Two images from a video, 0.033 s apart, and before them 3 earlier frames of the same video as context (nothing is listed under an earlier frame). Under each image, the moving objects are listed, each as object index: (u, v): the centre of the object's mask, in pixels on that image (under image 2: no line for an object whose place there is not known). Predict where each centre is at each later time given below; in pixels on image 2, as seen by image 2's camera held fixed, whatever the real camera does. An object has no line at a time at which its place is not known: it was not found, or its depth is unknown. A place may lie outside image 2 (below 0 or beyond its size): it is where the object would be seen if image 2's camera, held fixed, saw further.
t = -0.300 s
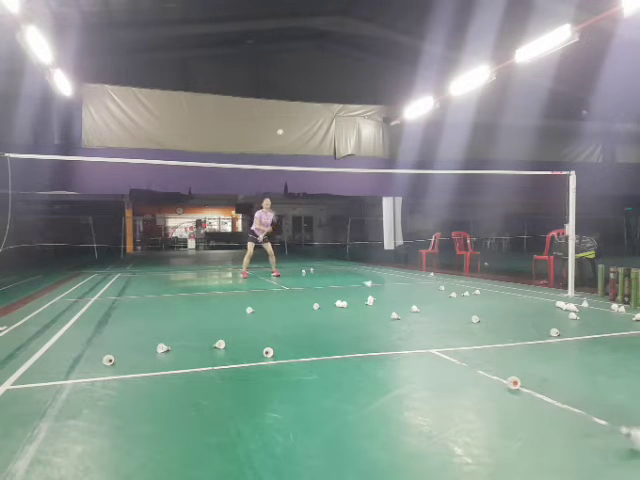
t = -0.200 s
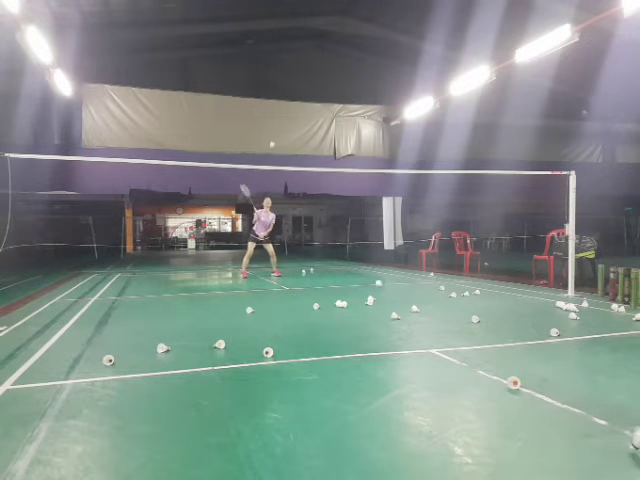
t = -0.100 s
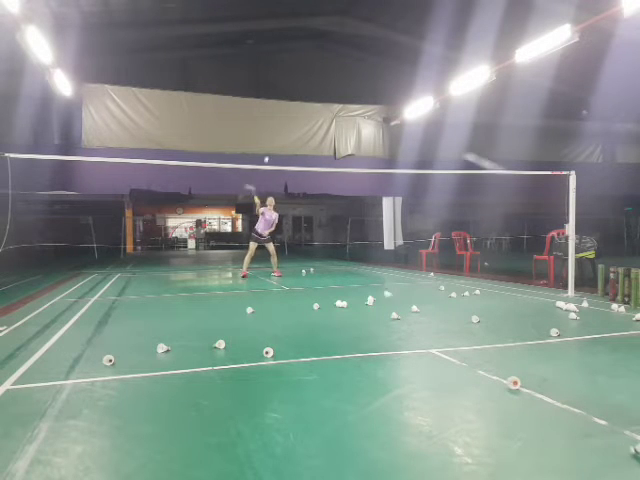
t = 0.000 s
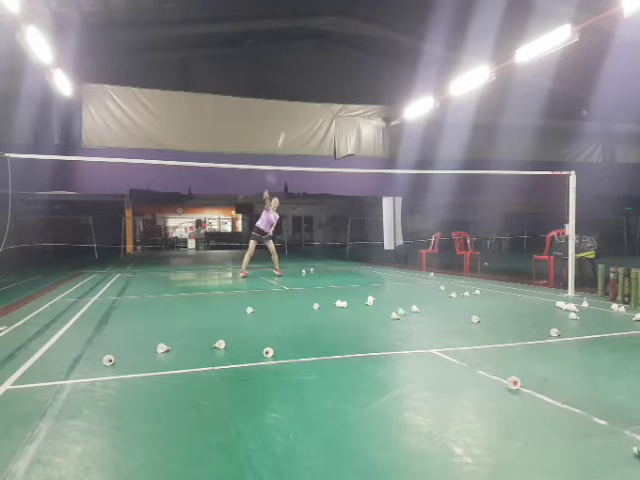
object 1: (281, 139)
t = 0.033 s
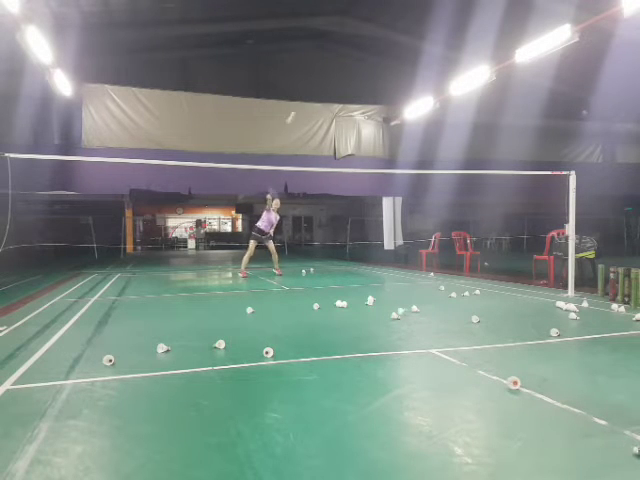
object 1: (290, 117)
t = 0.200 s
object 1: (347, 22)
